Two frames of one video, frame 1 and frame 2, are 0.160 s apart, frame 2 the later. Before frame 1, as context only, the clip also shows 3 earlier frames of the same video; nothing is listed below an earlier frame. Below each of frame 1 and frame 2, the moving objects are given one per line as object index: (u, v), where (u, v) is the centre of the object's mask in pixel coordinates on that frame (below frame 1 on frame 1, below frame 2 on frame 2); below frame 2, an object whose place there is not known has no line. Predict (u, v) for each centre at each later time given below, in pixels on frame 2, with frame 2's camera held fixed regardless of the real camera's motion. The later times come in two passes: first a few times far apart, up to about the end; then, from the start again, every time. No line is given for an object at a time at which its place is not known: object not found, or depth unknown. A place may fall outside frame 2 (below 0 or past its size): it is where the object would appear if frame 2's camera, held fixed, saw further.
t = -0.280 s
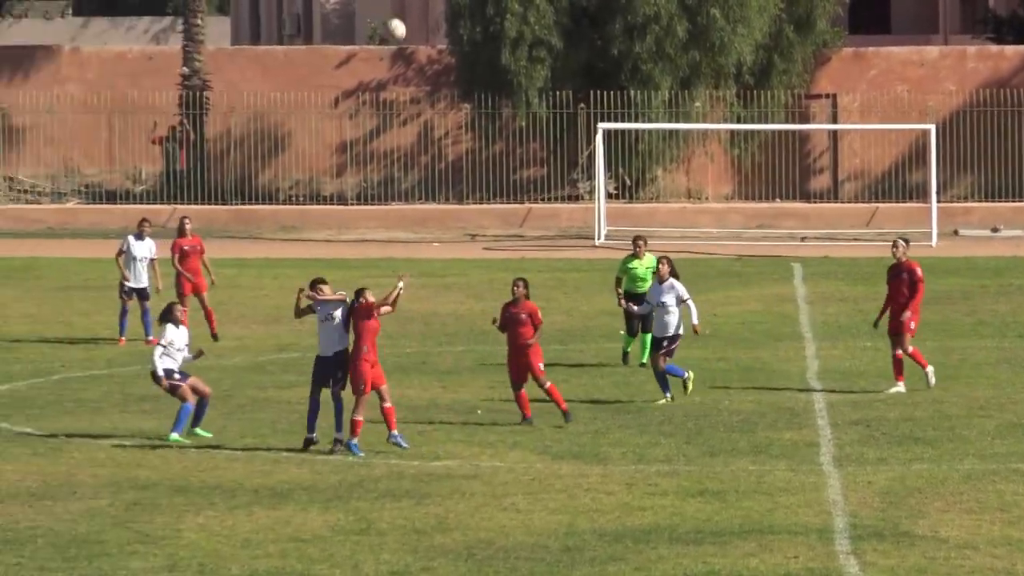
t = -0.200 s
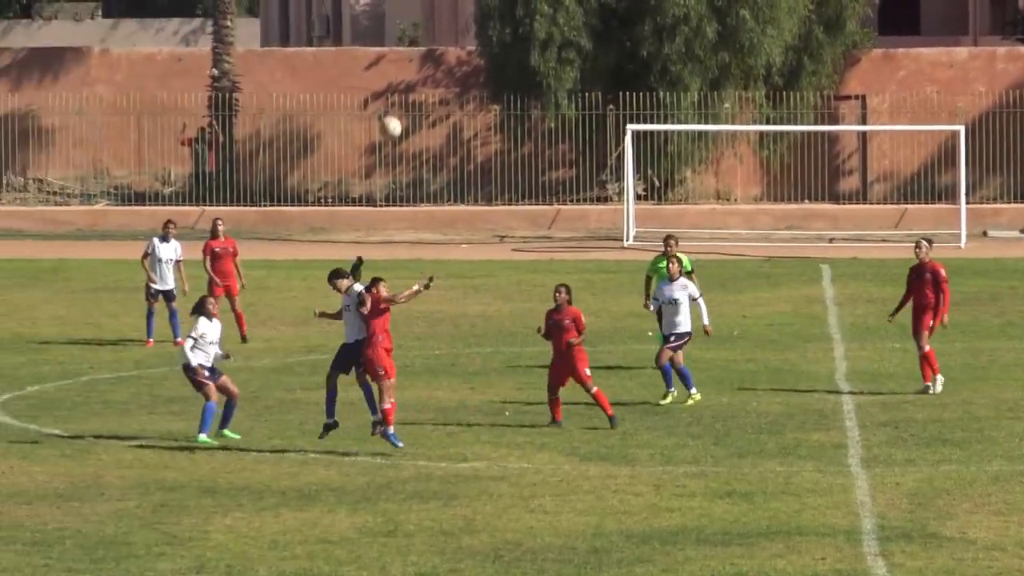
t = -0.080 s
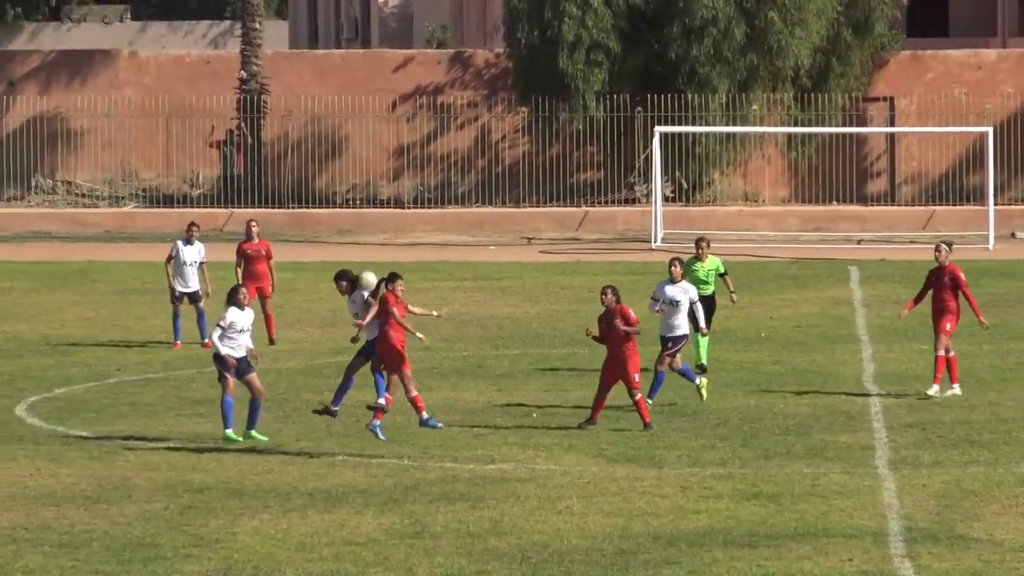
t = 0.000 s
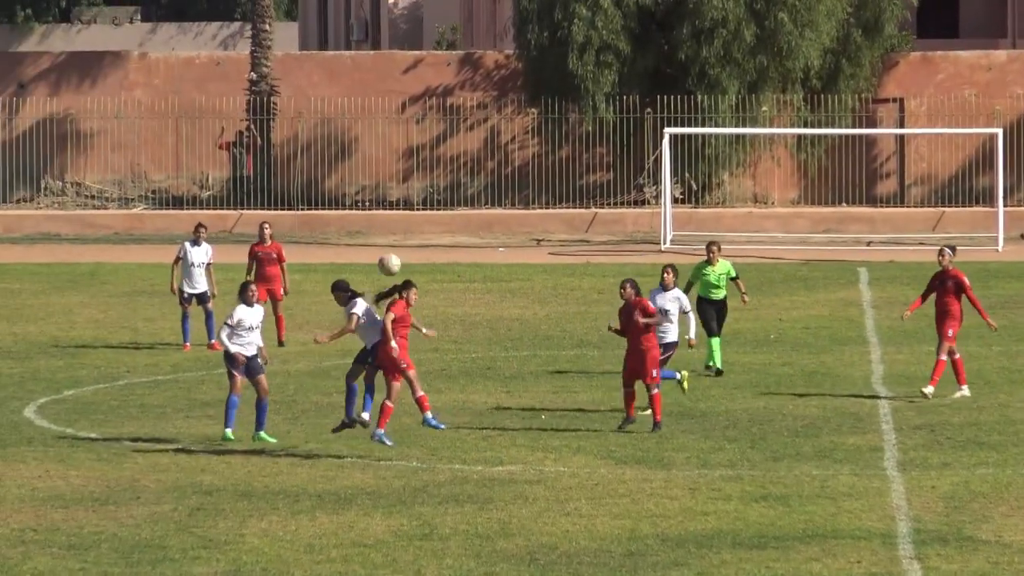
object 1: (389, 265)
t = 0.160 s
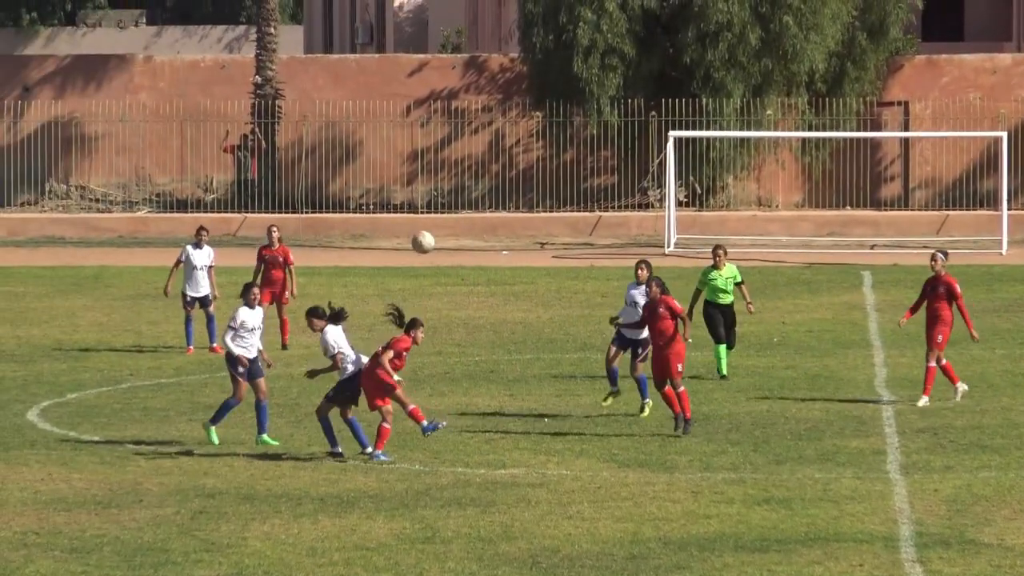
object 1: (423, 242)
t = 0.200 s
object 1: (431, 239)
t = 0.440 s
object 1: (476, 261)
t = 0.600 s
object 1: (505, 309)
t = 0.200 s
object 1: (431, 239)
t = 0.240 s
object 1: (441, 236)
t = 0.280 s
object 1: (447, 239)
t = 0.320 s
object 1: (453, 242)
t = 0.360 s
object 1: (460, 246)
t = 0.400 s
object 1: (468, 252)
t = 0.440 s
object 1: (476, 261)
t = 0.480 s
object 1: (483, 269)
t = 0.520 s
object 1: (491, 281)
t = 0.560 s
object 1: (498, 295)
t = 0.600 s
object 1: (505, 309)
